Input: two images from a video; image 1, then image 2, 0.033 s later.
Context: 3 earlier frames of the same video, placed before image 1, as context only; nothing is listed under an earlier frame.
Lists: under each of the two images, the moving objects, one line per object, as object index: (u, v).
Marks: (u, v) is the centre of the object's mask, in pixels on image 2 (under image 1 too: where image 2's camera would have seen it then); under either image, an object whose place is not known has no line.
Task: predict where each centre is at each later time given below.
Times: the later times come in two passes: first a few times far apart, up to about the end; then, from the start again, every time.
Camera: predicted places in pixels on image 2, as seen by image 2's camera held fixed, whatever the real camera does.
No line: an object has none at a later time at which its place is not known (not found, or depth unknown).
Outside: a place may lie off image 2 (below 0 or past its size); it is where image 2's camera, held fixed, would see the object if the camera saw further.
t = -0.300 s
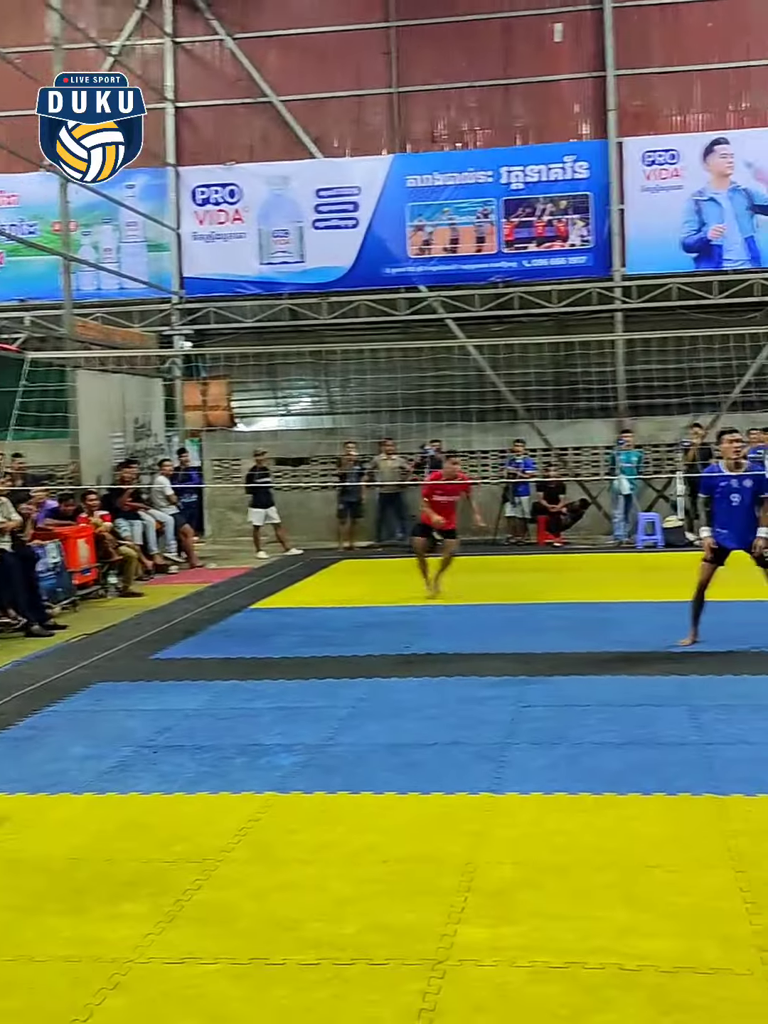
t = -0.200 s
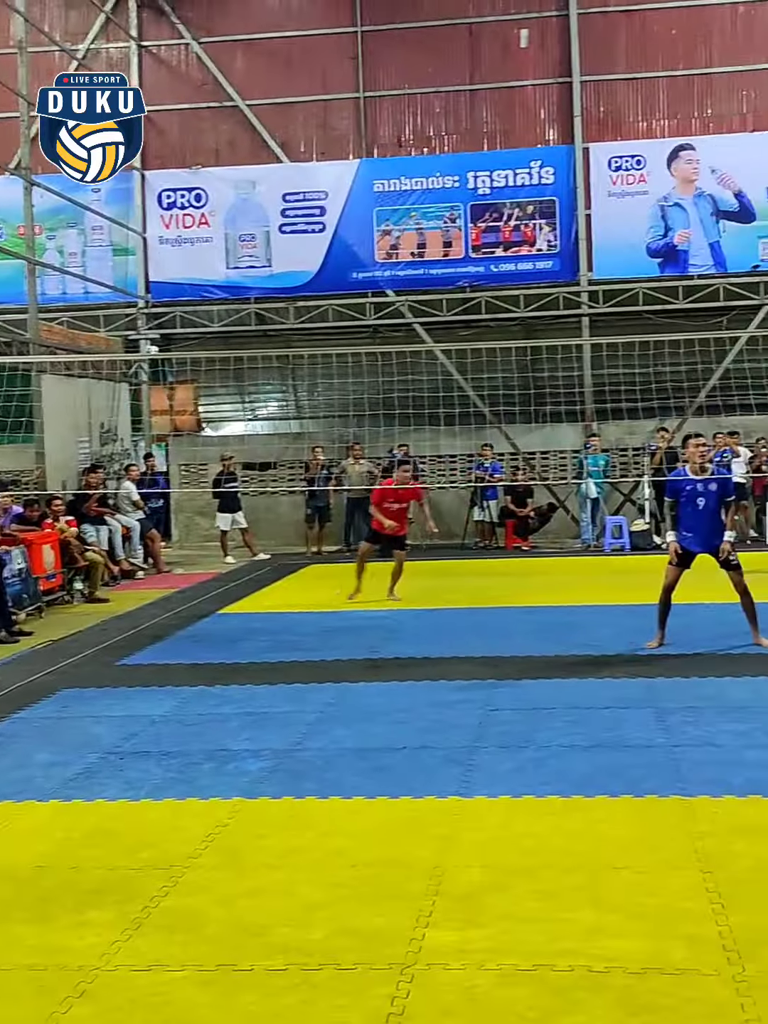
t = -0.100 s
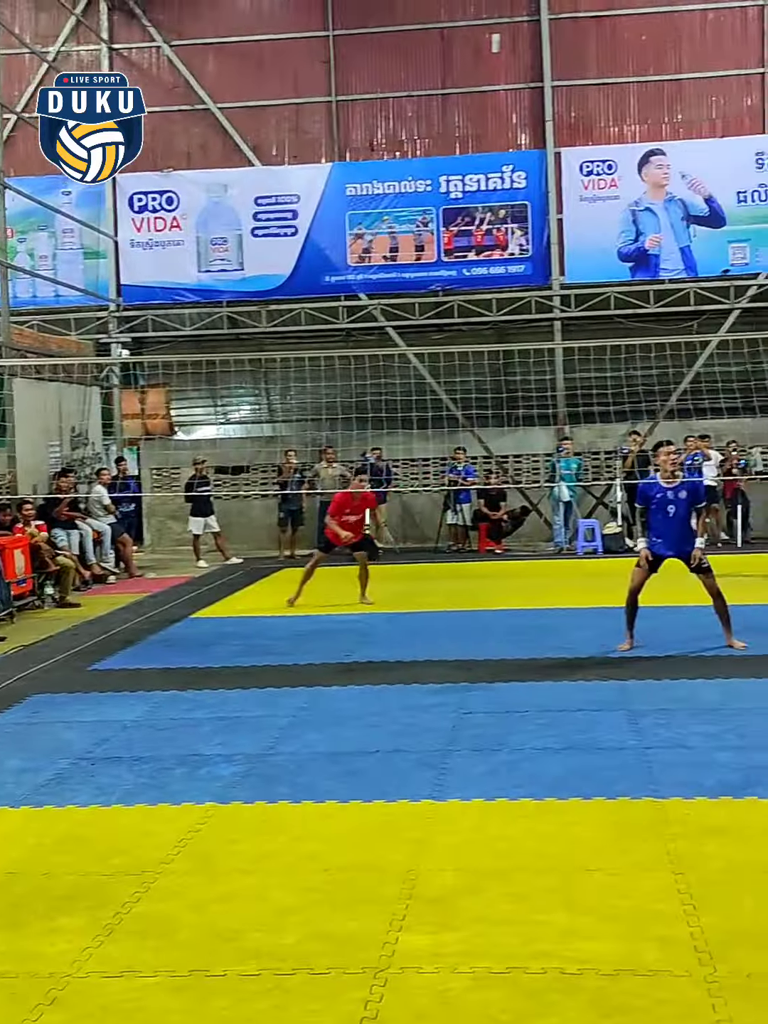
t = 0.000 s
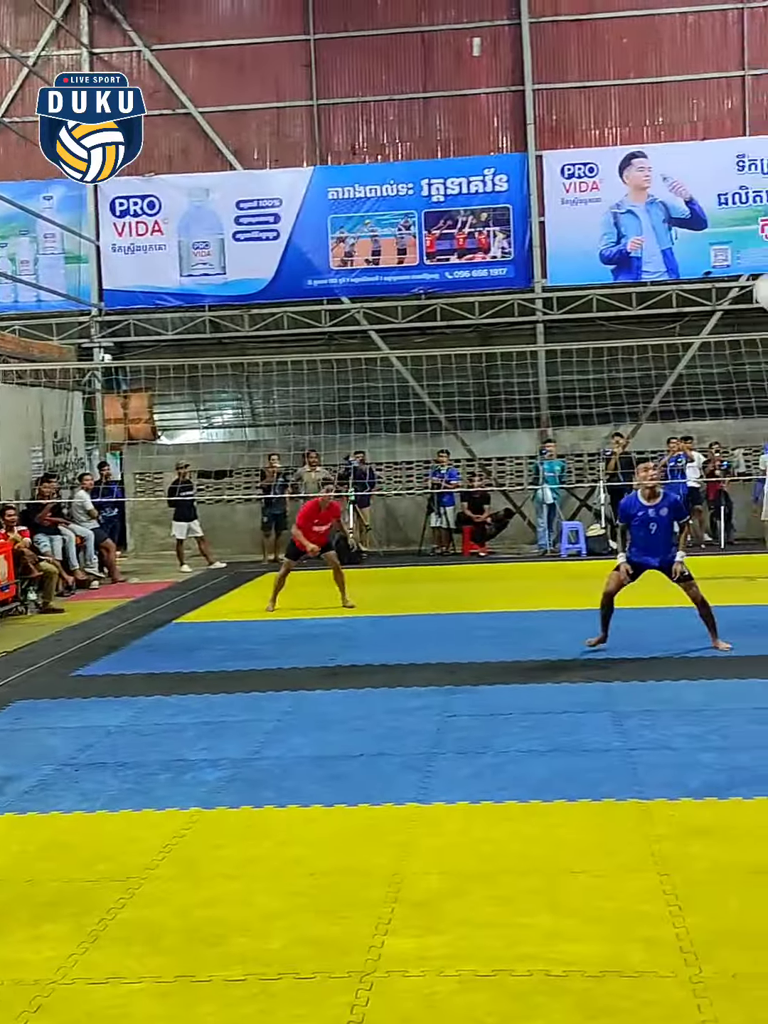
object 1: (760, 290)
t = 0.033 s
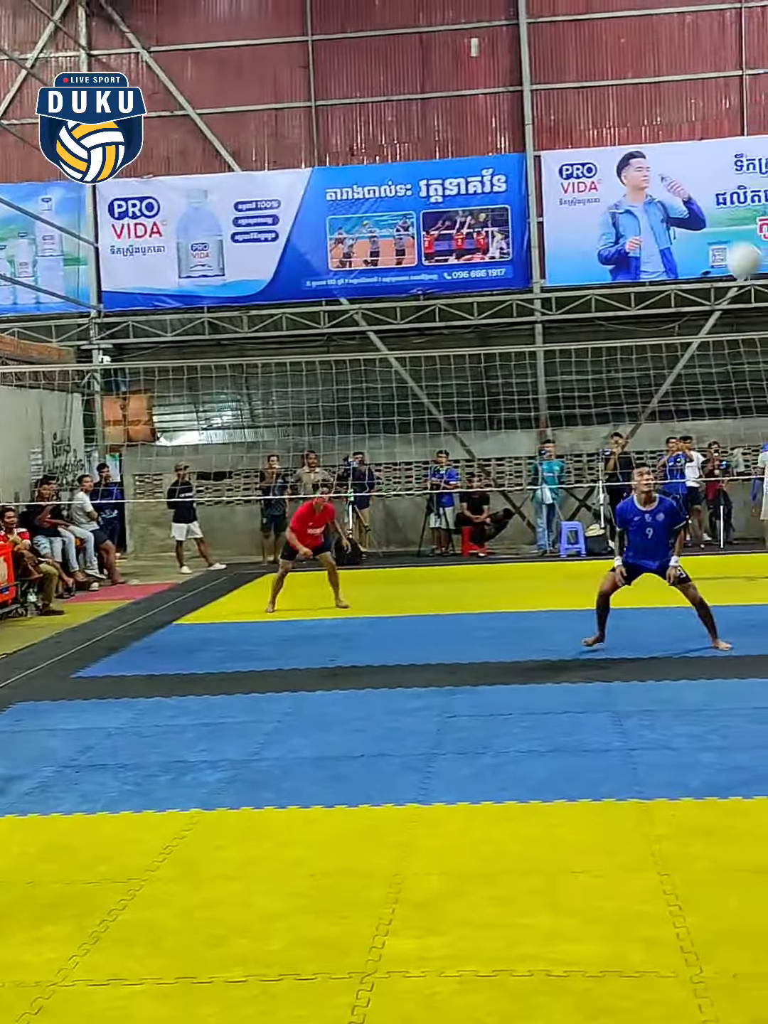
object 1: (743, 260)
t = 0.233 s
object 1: (579, 115)
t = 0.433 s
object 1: (435, 40)
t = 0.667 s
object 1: (283, 33)
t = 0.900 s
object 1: (148, 105)
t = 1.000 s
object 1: (95, 160)
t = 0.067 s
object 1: (714, 230)
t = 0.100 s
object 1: (686, 203)
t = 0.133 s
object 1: (658, 178)
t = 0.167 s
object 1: (631, 154)
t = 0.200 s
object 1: (605, 132)
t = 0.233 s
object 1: (579, 115)
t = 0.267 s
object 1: (553, 98)
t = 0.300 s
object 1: (529, 82)
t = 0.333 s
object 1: (505, 69)
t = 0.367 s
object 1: (480, 57)
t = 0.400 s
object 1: (458, 48)
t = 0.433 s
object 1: (435, 40)
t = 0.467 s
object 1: (412, 34)
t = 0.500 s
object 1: (390, 29)
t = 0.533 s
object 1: (368, 26)
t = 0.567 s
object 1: (346, 25)
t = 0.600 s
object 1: (325, 26)
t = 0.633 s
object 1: (304, 28)
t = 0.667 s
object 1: (283, 33)
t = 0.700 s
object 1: (263, 38)
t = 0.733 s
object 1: (243, 45)
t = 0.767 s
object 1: (223, 54)
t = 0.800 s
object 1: (204, 65)
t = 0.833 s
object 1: (186, 76)
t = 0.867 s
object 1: (166, 91)
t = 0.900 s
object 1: (148, 105)
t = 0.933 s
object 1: (130, 121)
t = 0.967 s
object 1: (113, 139)
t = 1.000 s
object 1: (95, 160)
